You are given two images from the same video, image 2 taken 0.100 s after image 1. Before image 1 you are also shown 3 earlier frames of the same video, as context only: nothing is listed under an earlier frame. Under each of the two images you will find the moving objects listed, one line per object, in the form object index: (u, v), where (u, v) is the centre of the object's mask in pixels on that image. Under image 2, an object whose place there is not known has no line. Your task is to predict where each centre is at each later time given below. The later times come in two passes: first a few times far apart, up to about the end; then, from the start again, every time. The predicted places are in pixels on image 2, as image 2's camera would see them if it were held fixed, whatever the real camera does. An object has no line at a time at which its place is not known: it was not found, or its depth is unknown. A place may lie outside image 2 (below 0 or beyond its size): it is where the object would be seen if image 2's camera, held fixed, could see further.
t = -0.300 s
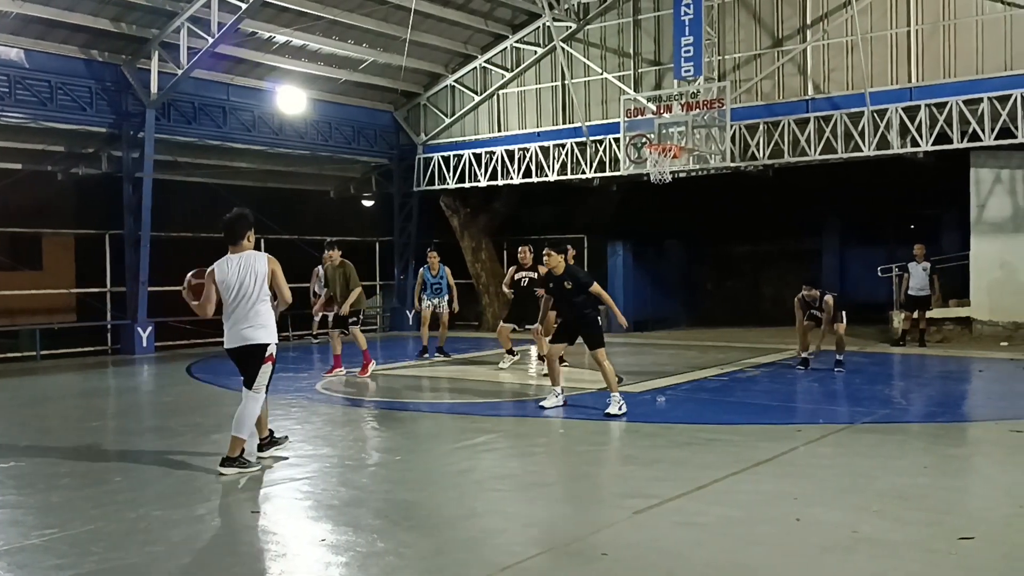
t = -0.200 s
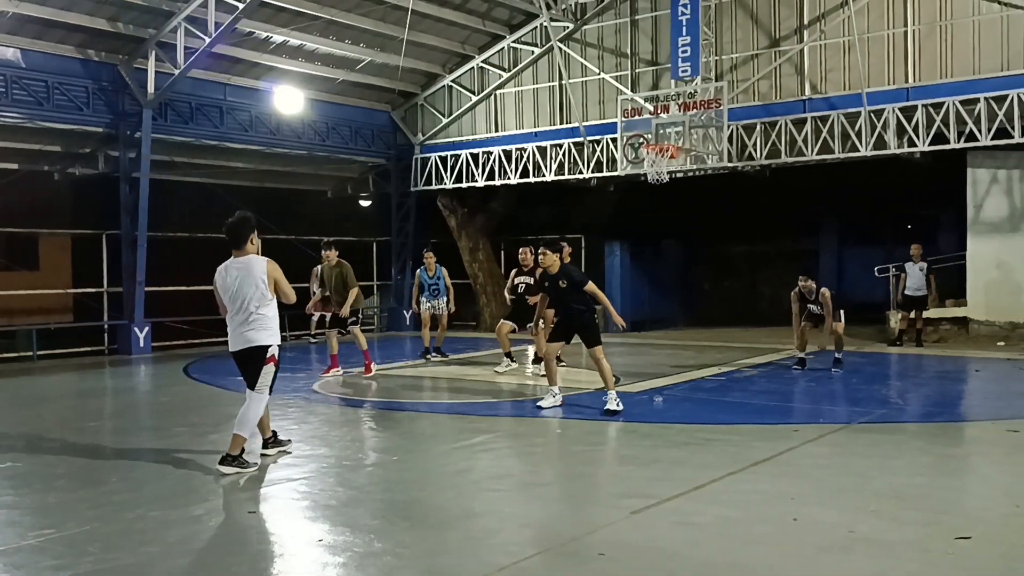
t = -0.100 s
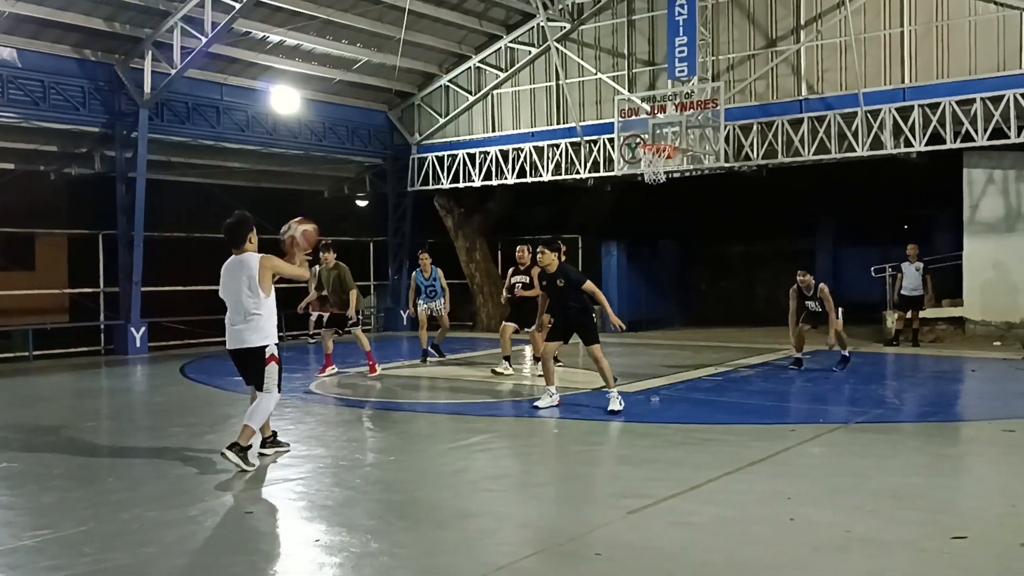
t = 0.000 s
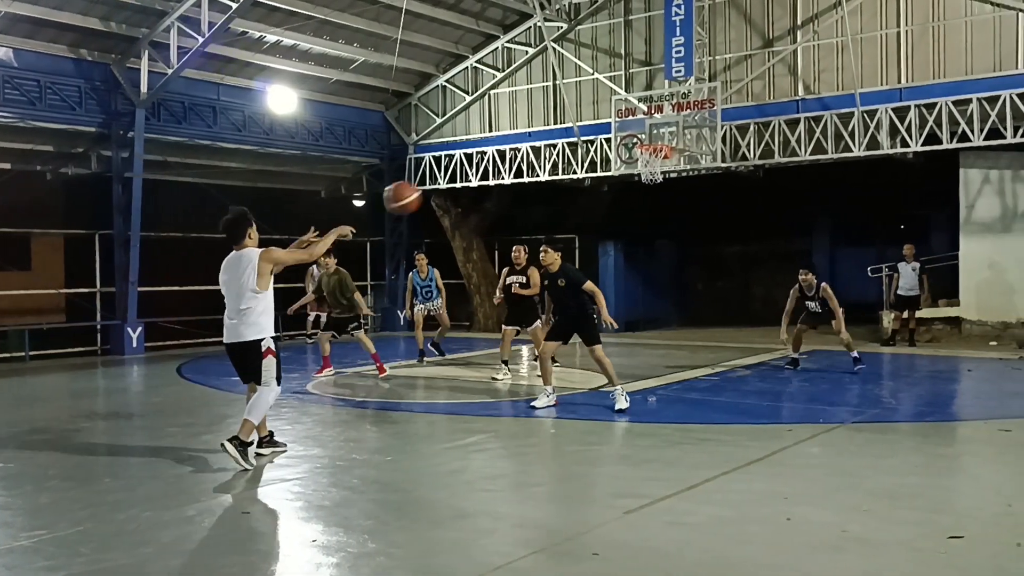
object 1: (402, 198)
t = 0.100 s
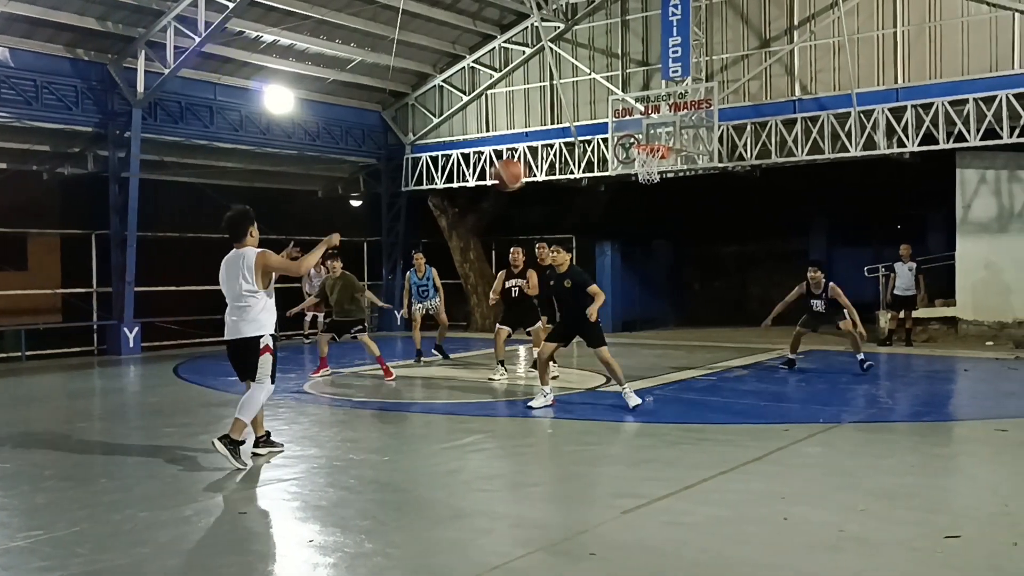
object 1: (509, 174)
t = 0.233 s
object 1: (648, 164)
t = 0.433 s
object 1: (843, 186)
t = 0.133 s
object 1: (545, 169)
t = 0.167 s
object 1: (580, 165)
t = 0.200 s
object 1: (614, 163)
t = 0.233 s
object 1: (648, 164)
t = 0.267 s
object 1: (682, 164)
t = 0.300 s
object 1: (716, 165)
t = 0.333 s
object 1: (749, 168)
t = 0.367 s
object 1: (780, 173)
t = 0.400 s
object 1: (812, 178)
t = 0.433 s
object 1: (843, 186)
